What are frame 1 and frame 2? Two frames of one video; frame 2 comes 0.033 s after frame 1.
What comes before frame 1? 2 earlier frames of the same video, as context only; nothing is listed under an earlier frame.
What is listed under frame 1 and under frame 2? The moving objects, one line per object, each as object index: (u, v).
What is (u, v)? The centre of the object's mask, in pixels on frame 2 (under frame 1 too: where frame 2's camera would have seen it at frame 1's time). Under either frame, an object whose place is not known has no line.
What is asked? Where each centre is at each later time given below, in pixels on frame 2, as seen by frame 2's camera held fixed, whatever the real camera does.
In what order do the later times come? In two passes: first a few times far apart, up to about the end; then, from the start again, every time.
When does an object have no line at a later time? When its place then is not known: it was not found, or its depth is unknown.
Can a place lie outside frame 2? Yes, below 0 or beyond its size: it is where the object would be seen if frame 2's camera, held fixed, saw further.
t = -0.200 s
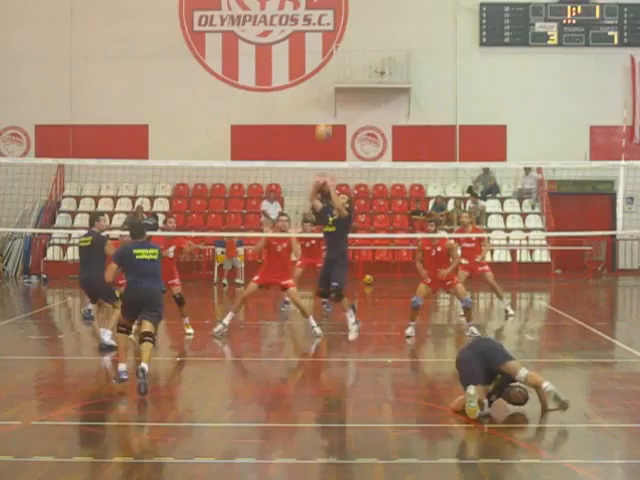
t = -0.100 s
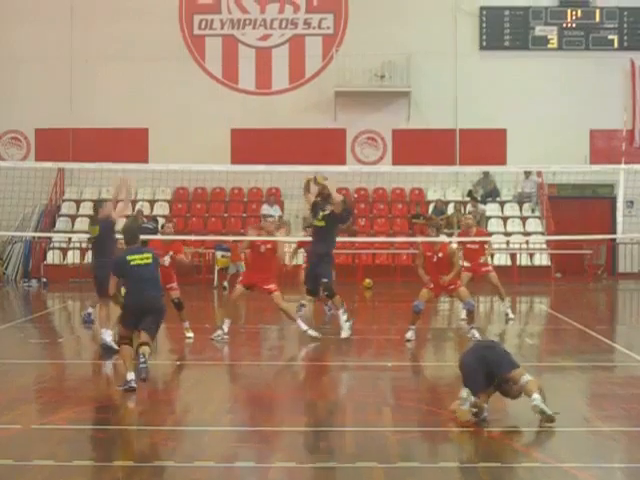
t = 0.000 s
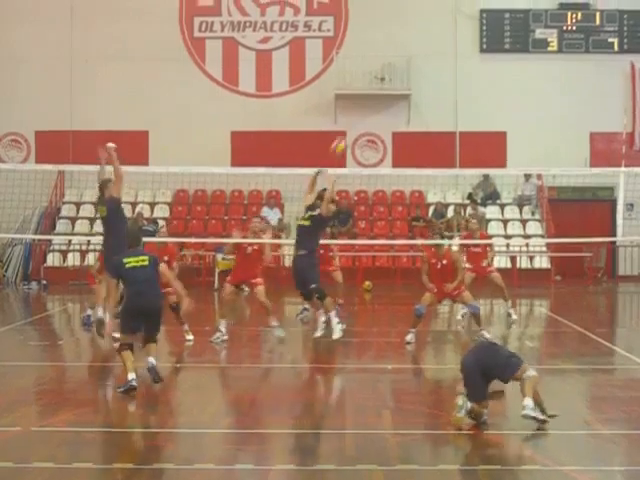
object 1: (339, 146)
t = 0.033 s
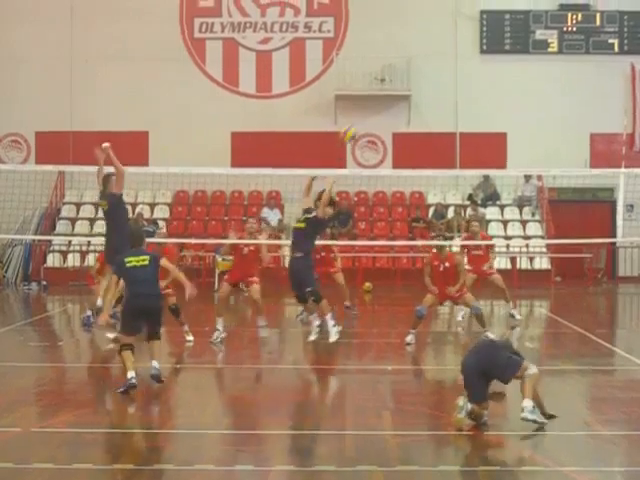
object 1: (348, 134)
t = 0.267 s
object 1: (410, 63)
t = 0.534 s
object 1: (479, 35)
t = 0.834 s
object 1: (550, 69)
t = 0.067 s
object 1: (358, 119)
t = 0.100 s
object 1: (366, 107)
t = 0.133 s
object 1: (375, 97)
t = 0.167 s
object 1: (384, 86)
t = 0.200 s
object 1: (393, 76)
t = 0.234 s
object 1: (402, 69)
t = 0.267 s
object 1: (410, 63)
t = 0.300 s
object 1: (419, 56)
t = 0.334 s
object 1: (427, 50)
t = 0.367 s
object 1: (435, 46)
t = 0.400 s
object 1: (445, 41)
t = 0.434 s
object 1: (453, 39)
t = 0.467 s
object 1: (462, 37)
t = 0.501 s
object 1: (470, 37)
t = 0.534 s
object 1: (479, 35)
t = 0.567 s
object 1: (487, 34)
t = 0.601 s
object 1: (494, 36)
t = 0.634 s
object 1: (503, 38)
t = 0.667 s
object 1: (510, 41)
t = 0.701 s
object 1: (517, 44)
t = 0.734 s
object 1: (527, 49)
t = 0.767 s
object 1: (535, 55)
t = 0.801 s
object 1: (543, 61)
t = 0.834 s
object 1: (550, 69)
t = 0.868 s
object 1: (559, 78)
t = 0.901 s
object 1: (566, 86)
